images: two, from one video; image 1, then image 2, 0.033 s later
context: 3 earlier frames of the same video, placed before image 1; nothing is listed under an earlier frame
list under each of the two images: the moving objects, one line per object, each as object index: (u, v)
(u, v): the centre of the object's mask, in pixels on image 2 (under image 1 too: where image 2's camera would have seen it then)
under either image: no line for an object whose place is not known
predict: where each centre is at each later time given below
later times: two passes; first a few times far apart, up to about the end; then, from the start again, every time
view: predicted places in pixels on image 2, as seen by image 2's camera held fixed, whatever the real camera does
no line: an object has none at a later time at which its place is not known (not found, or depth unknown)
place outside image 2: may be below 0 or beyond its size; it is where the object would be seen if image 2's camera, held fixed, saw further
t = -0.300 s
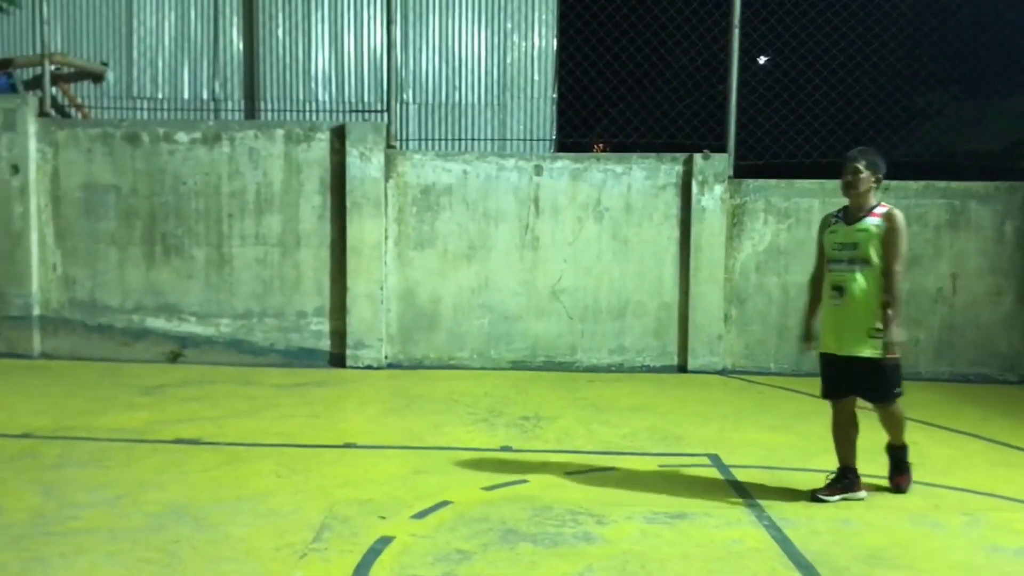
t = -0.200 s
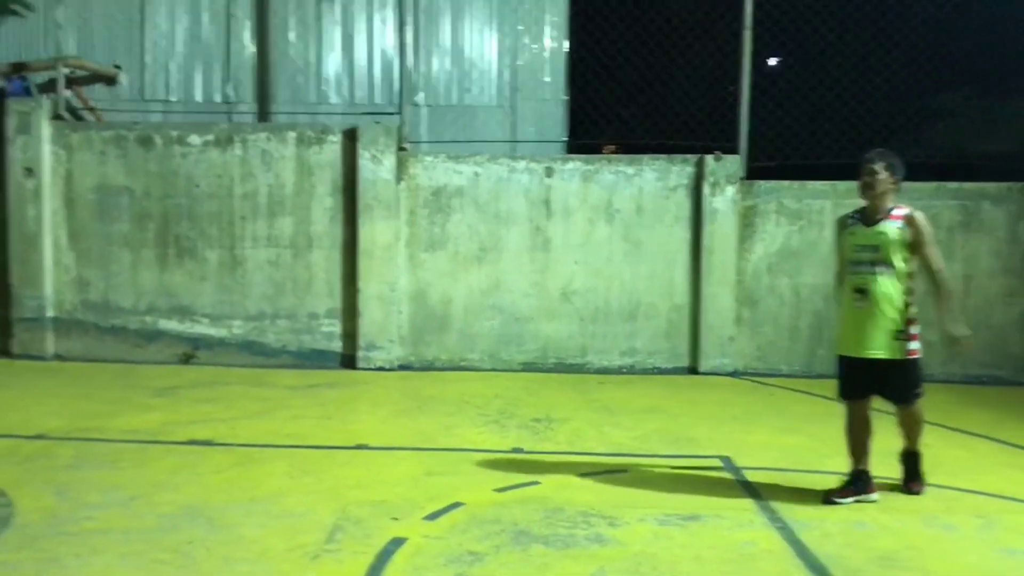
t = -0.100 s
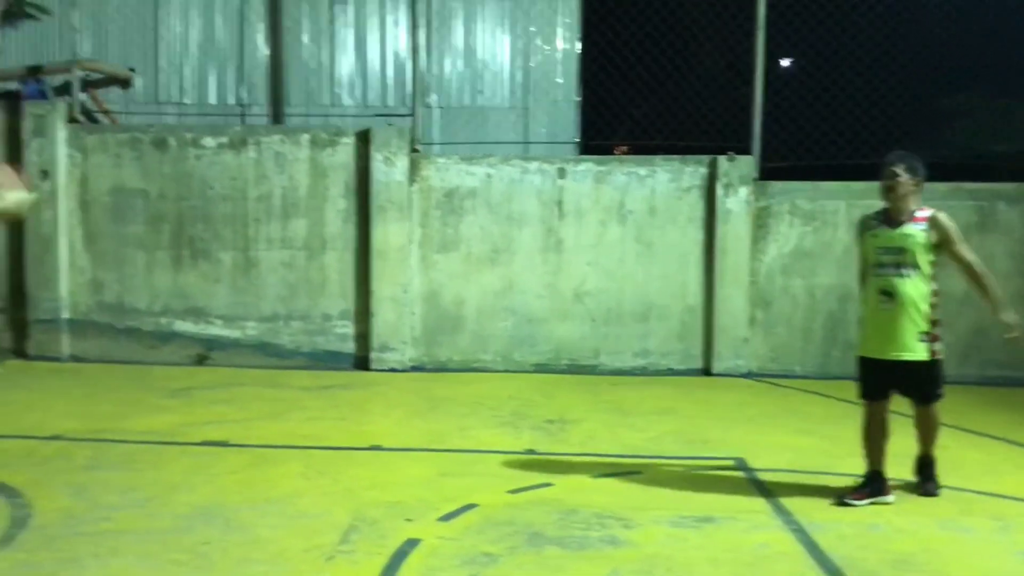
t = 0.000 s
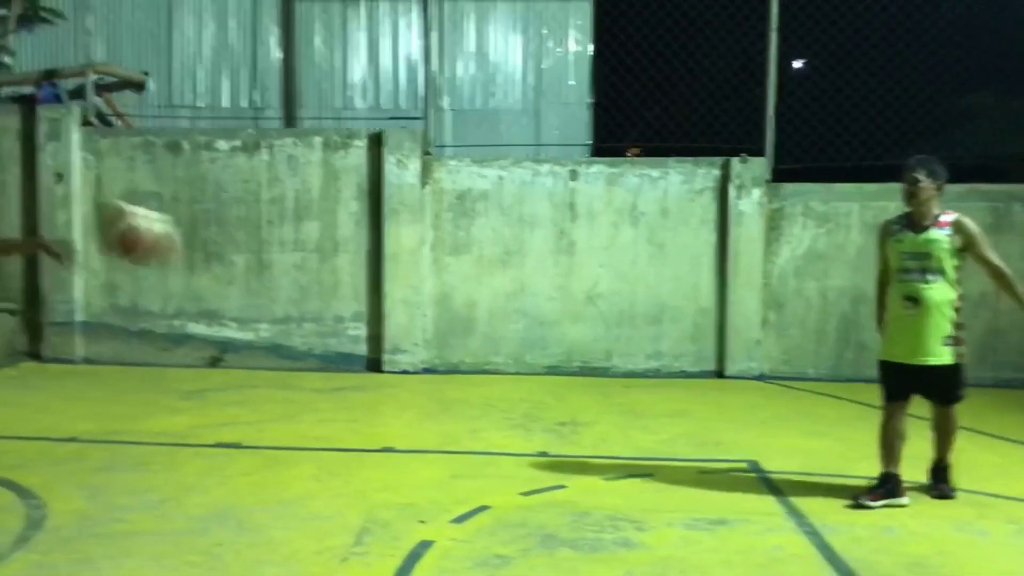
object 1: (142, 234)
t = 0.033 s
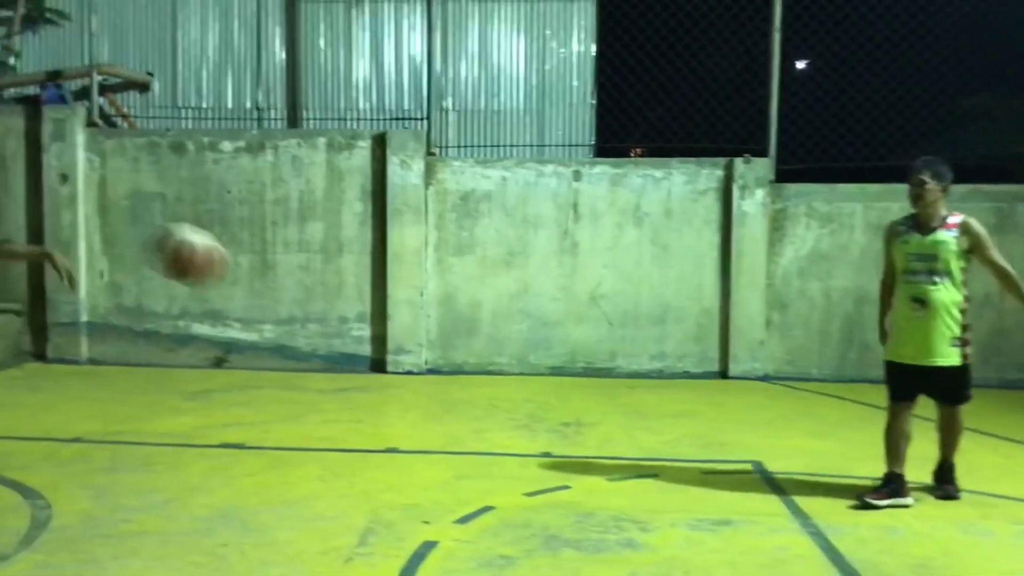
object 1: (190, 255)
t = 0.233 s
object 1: (454, 423)
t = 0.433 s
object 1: (604, 391)
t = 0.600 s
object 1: (684, 305)
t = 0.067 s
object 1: (239, 279)
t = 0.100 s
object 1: (284, 304)
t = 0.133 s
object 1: (332, 330)
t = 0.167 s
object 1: (371, 360)
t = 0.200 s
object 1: (416, 396)
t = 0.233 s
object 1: (454, 423)
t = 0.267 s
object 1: (496, 460)
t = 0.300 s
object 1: (535, 499)
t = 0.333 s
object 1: (553, 473)
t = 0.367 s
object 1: (571, 443)
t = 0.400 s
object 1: (586, 418)
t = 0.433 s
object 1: (604, 391)
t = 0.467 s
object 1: (620, 370)
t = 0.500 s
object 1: (636, 350)
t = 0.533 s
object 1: (652, 333)
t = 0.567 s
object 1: (667, 318)
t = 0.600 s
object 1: (684, 305)
